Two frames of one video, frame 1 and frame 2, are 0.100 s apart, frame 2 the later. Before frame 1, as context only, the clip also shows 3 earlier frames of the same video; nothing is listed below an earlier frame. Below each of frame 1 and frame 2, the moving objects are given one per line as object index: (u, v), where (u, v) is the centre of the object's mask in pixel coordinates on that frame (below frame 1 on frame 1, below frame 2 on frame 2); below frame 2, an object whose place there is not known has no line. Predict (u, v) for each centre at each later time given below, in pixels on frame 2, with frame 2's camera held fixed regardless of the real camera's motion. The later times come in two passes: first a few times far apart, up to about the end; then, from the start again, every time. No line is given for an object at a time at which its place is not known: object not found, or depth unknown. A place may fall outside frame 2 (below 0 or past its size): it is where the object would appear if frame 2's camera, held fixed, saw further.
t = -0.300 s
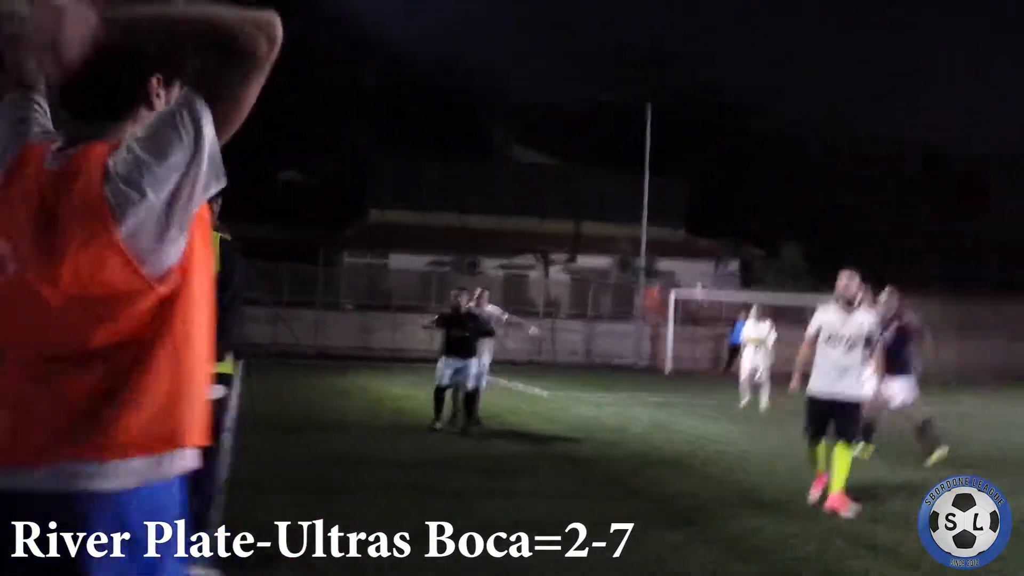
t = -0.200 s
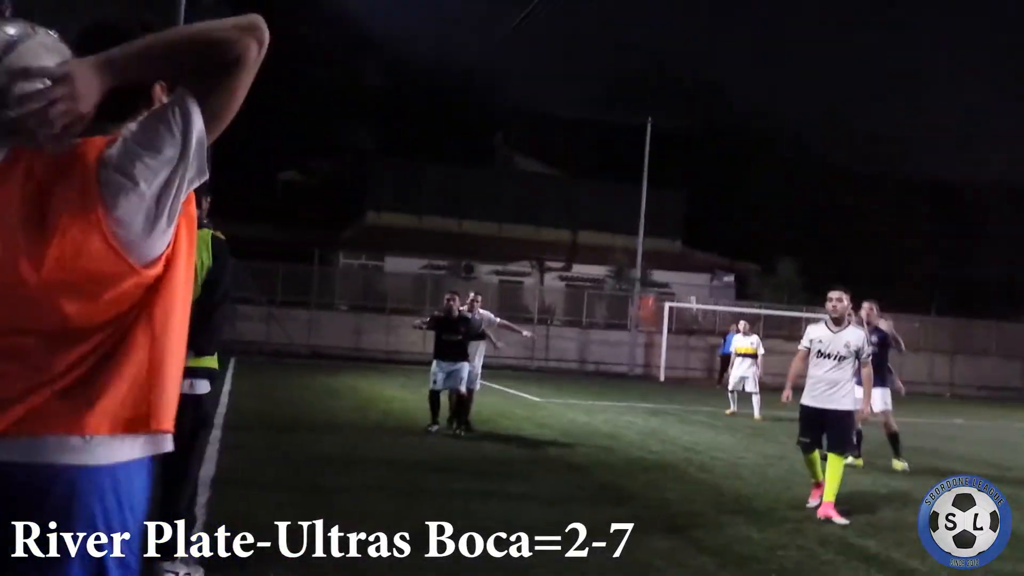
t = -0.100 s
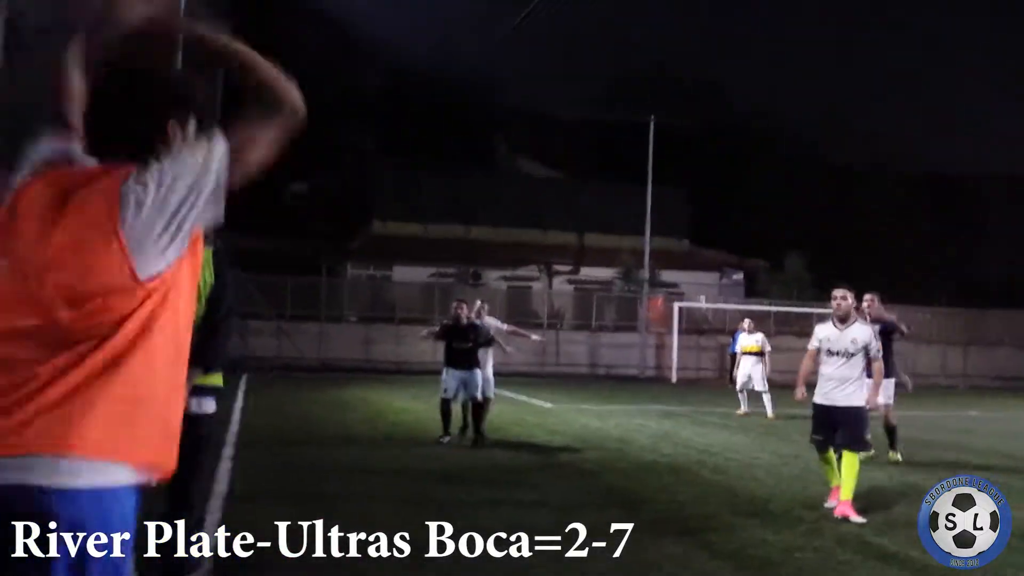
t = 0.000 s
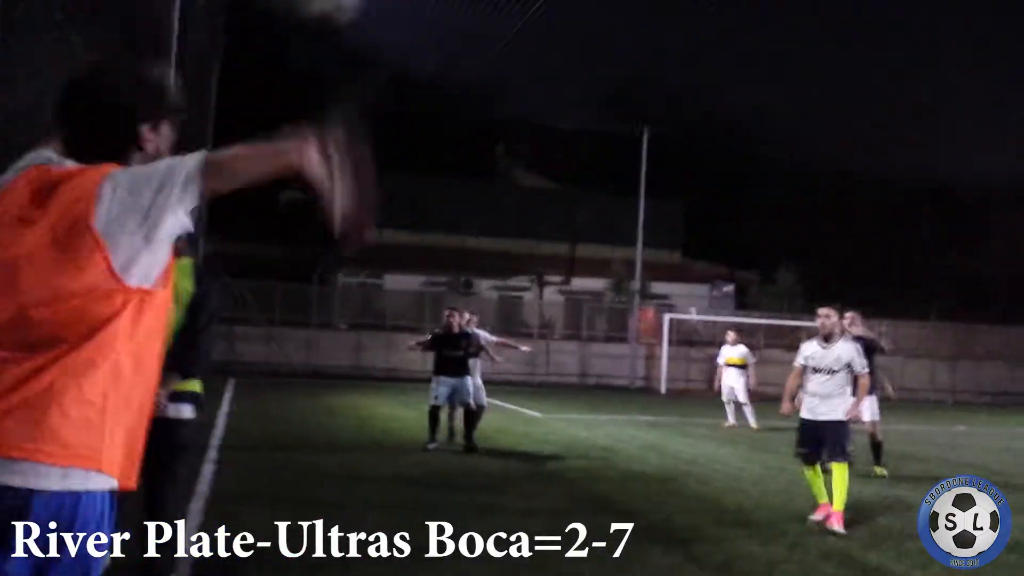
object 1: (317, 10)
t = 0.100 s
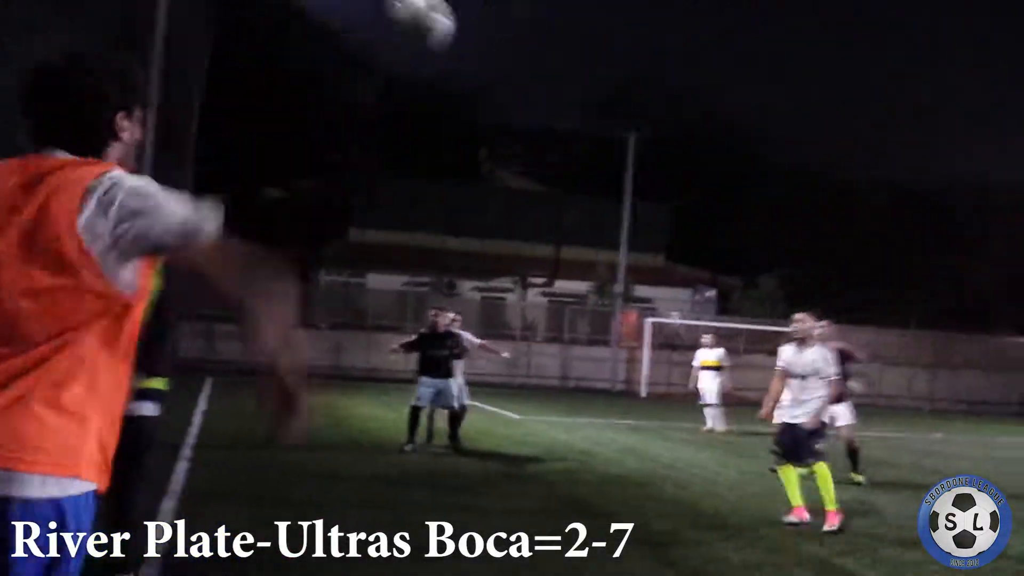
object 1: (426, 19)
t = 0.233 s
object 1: (510, 76)
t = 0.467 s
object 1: (587, 184)
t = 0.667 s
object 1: (619, 280)
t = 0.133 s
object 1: (447, 32)
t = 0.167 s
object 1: (471, 48)
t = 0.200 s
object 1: (491, 62)
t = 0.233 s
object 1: (510, 76)
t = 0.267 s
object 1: (524, 92)
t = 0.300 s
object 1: (537, 109)
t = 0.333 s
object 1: (549, 124)
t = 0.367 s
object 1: (561, 138)
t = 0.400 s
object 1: (570, 153)
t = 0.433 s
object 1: (579, 169)
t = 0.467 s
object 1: (587, 184)
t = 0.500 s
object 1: (596, 202)
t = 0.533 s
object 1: (602, 218)
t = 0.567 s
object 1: (606, 234)
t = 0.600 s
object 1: (611, 249)
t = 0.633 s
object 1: (615, 265)
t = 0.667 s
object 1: (619, 280)
